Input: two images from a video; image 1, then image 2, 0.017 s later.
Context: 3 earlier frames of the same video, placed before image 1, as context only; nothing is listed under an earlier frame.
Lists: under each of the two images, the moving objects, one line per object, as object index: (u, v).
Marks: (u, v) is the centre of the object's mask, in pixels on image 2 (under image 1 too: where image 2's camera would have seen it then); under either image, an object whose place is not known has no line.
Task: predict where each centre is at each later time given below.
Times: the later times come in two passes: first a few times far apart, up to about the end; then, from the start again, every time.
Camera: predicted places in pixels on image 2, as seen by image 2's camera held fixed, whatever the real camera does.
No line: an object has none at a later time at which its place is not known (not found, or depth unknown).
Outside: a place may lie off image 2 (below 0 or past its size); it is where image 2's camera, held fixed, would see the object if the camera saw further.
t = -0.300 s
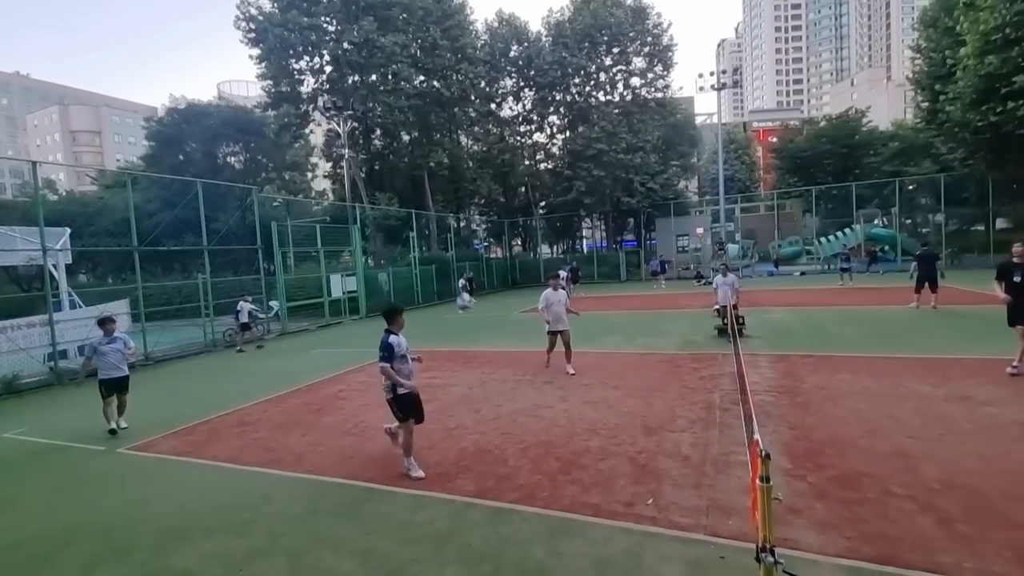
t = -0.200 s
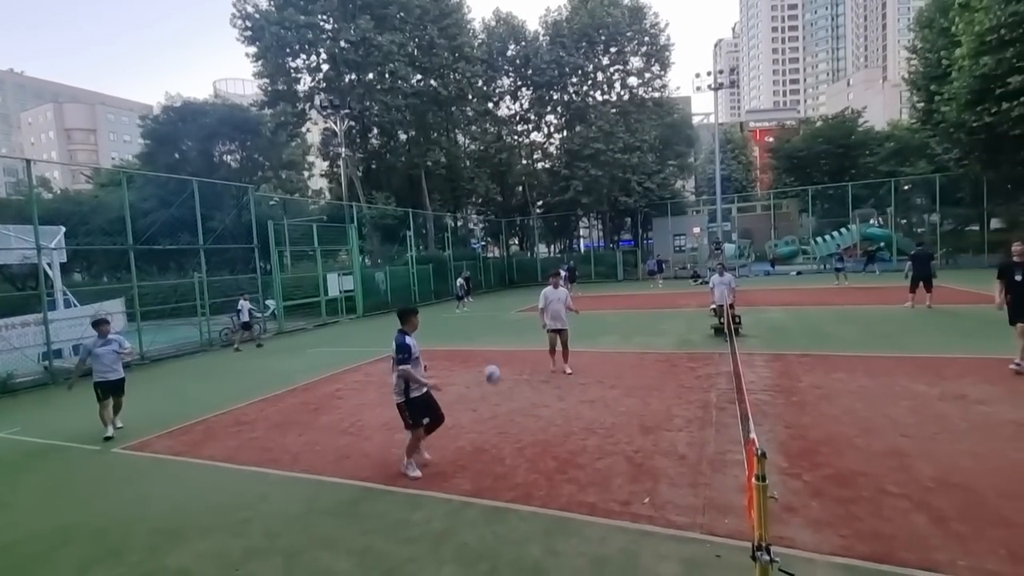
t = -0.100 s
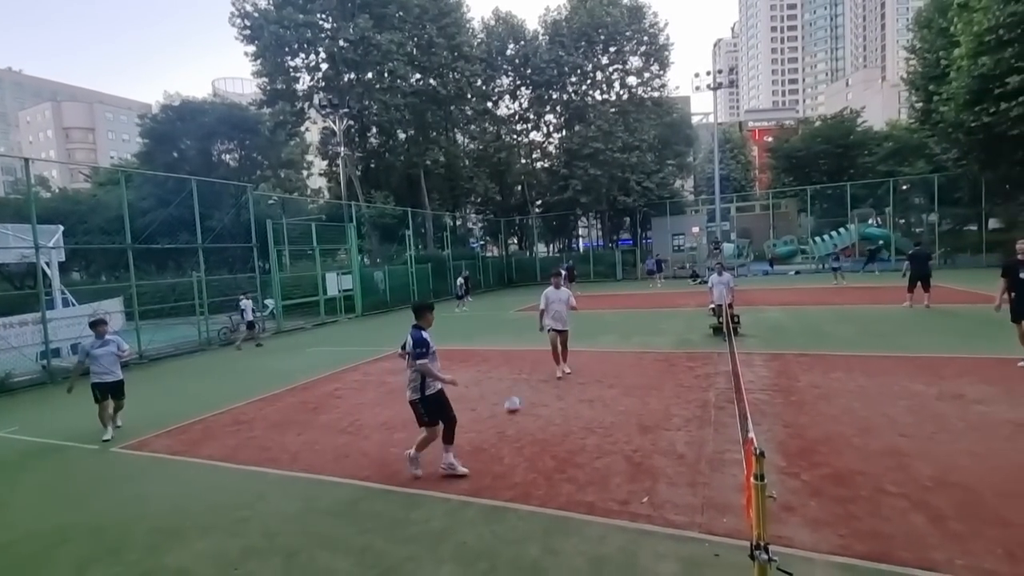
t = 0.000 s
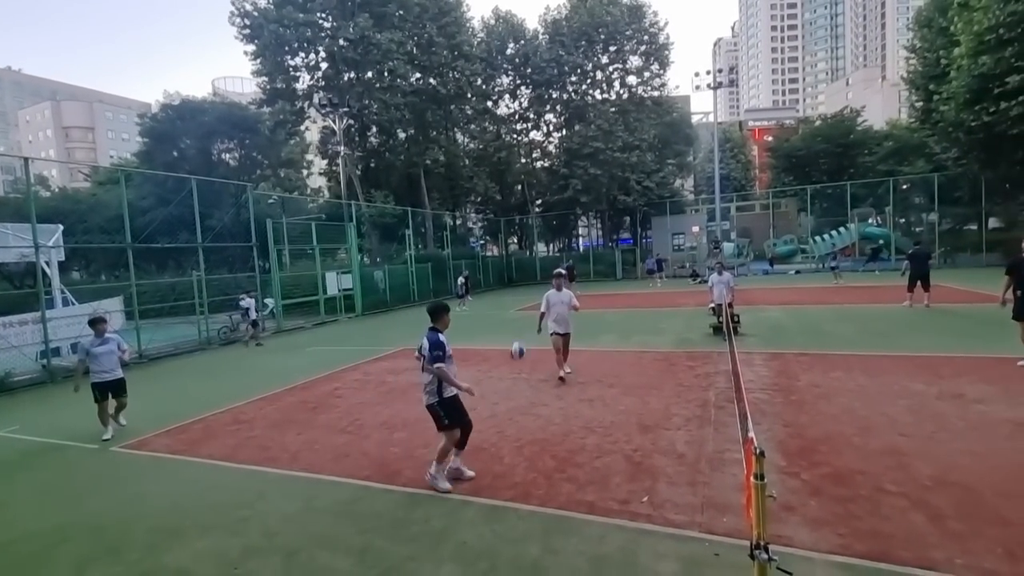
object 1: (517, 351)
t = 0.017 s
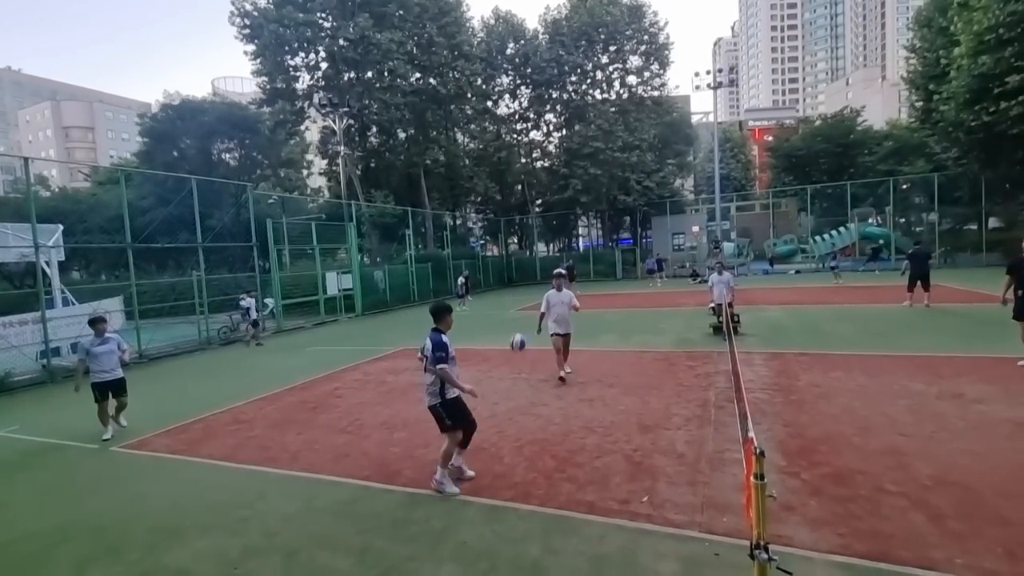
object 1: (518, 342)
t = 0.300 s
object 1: (533, 233)
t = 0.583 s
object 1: (554, 189)
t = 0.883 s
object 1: (581, 220)
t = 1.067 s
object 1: (601, 283)
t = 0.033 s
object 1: (518, 334)
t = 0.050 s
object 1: (519, 326)
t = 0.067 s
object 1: (520, 318)
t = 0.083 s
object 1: (521, 311)
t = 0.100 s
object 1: (522, 303)
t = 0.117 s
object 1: (522, 296)
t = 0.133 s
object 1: (523, 289)
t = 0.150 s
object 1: (524, 281)
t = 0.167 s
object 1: (525, 275)
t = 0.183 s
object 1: (526, 270)
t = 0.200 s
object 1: (527, 264)
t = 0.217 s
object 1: (528, 258)
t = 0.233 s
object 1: (529, 253)
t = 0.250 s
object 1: (530, 247)
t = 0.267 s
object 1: (531, 241)
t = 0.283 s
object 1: (532, 237)
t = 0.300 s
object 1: (533, 233)
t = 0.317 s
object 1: (534, 228)
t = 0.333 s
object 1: (535, 224)
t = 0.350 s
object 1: (537, 220)
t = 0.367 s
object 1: (538, 216)
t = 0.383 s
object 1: (539, 213)
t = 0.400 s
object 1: (540, 209)
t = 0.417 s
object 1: (541, 206)
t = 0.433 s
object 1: (542, 205)
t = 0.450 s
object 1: (543, 202)
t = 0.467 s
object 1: (544, 200)
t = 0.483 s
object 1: (545, 200)
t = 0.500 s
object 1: (546, 198)
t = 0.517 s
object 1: (548, 193)
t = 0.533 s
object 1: (549, 191)
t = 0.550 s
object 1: (551, 190)
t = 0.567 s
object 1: (552, 189)
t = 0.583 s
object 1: (554, 189)
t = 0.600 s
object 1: (555, 188)
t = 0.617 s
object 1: (556, 188)
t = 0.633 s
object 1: (557, 189)
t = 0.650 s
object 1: (559, 189)
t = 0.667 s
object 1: (560, 189)
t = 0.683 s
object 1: (562, 190)
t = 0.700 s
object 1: (563, 191)
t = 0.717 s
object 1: (565, 192)
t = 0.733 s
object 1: (567, 194)
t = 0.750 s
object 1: (568, 196)
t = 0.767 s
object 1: (570, 198)
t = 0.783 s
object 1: (572, 201)
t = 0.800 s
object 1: (574, 203)
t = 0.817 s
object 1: (575, 207)
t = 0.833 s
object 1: (577, 210)
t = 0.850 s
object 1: (578, 213)
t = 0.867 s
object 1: (580, 217)
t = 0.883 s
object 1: (581, 220)
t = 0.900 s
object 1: (583, 225)
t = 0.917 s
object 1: (584, 229)
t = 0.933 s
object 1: (586, 233)
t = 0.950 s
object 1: (588, 238)
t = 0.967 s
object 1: (591, 244)
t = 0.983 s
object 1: (593, 251)
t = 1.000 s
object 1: (594, 257)
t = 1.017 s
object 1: (596, 263)
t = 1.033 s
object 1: (597, 270)
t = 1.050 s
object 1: (599, 276)
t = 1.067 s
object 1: (601, 283)
